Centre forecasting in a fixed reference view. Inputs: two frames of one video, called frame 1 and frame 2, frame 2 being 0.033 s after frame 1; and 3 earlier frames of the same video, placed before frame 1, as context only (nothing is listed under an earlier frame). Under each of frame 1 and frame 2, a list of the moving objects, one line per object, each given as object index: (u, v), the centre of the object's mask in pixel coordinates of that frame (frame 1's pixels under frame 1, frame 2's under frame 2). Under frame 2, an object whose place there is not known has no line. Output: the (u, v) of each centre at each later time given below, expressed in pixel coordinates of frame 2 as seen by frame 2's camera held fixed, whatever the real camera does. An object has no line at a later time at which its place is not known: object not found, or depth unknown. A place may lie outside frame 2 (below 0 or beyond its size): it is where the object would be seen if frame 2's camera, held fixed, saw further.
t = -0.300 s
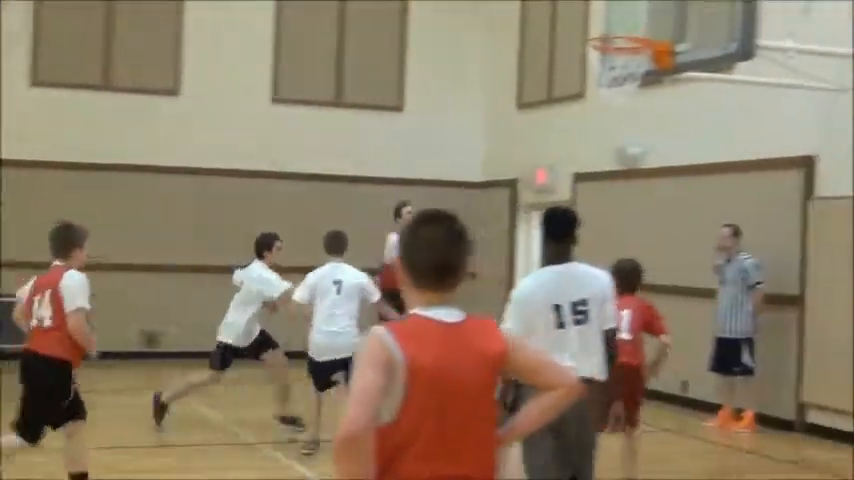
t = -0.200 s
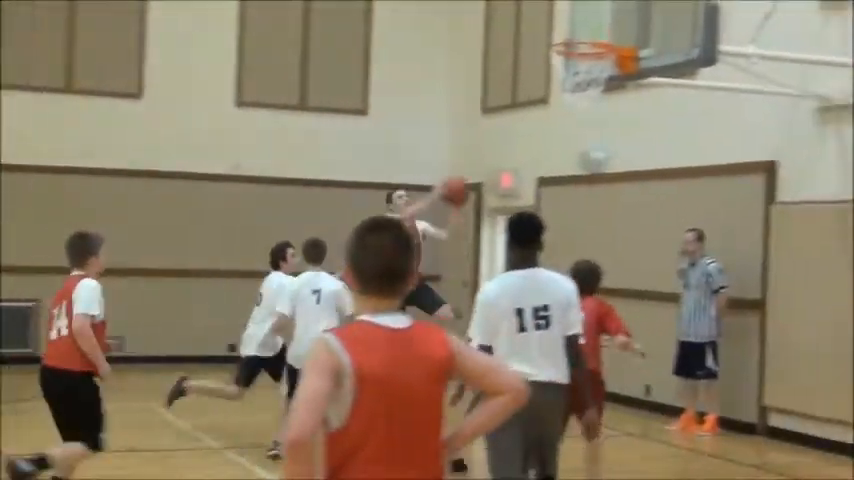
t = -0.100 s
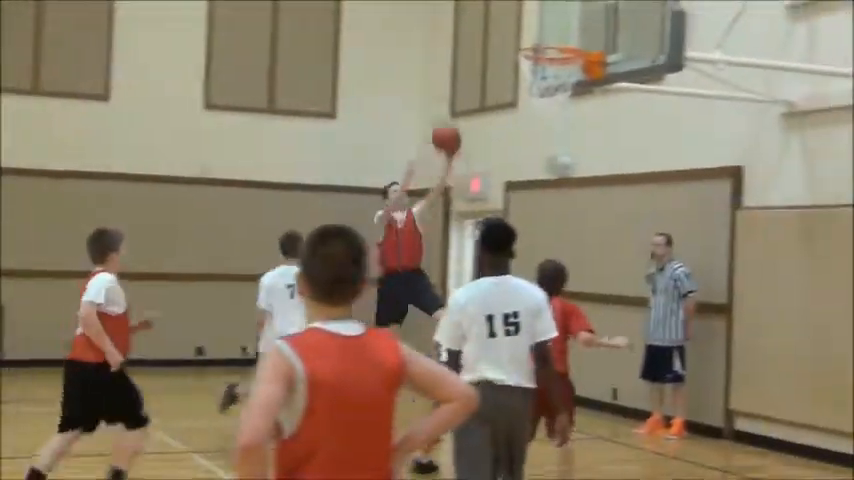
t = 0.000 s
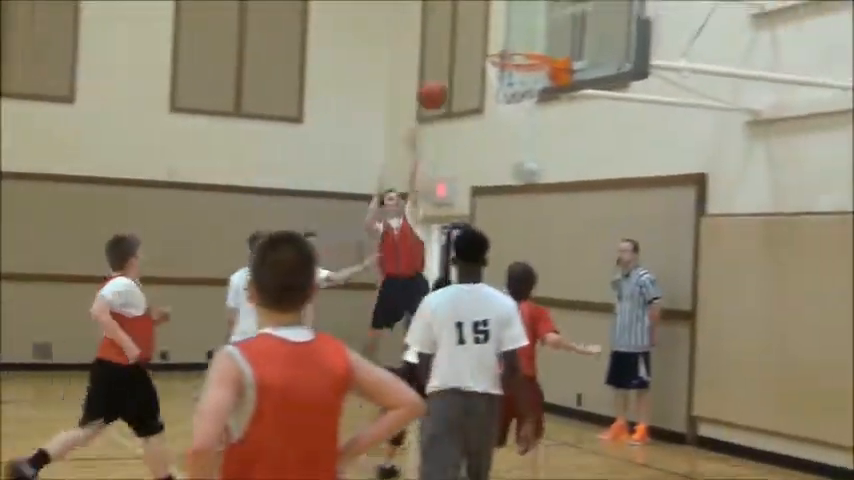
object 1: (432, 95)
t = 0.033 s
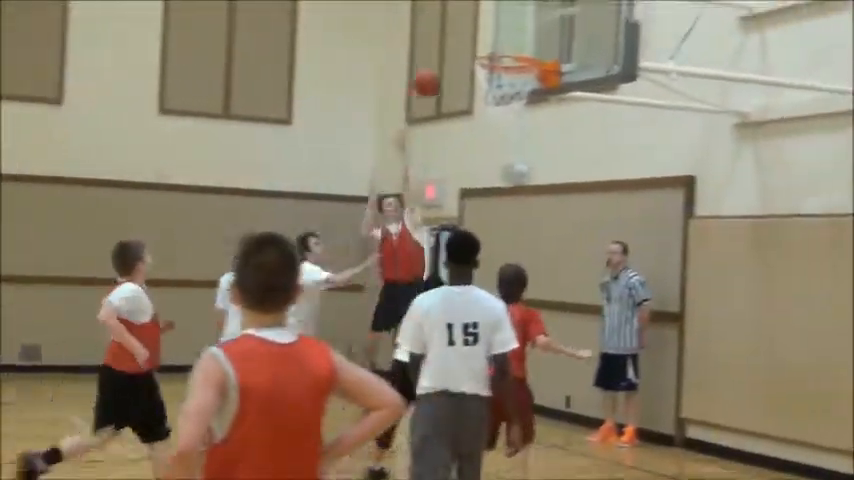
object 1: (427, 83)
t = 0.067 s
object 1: (435, 72)
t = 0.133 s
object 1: (450, 49)
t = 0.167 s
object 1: (457, 42)
